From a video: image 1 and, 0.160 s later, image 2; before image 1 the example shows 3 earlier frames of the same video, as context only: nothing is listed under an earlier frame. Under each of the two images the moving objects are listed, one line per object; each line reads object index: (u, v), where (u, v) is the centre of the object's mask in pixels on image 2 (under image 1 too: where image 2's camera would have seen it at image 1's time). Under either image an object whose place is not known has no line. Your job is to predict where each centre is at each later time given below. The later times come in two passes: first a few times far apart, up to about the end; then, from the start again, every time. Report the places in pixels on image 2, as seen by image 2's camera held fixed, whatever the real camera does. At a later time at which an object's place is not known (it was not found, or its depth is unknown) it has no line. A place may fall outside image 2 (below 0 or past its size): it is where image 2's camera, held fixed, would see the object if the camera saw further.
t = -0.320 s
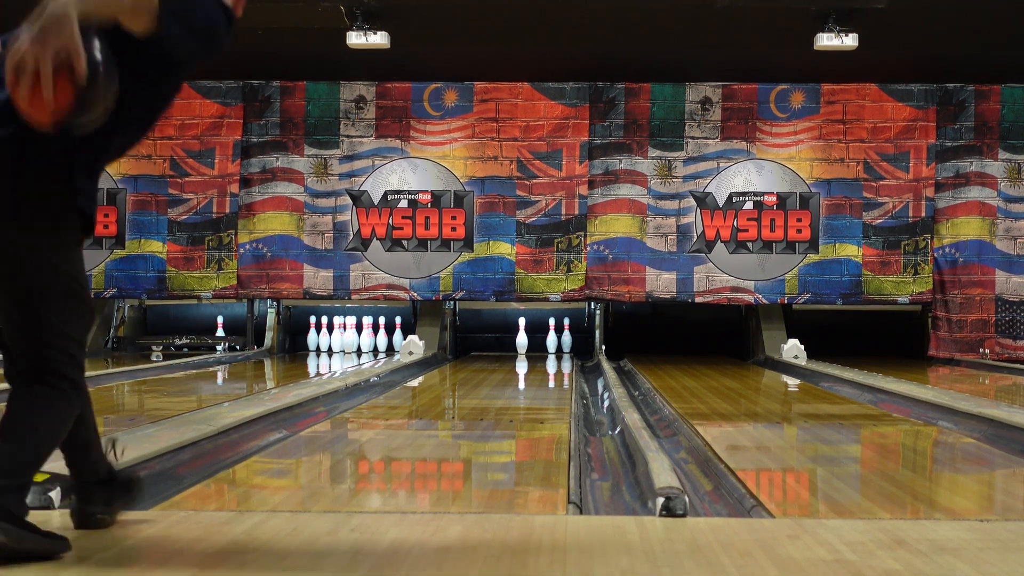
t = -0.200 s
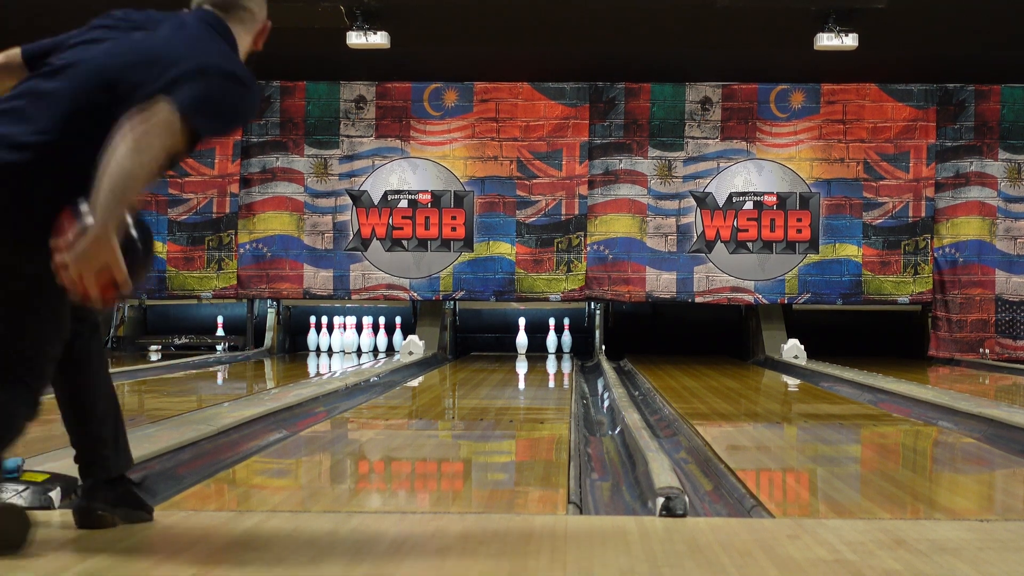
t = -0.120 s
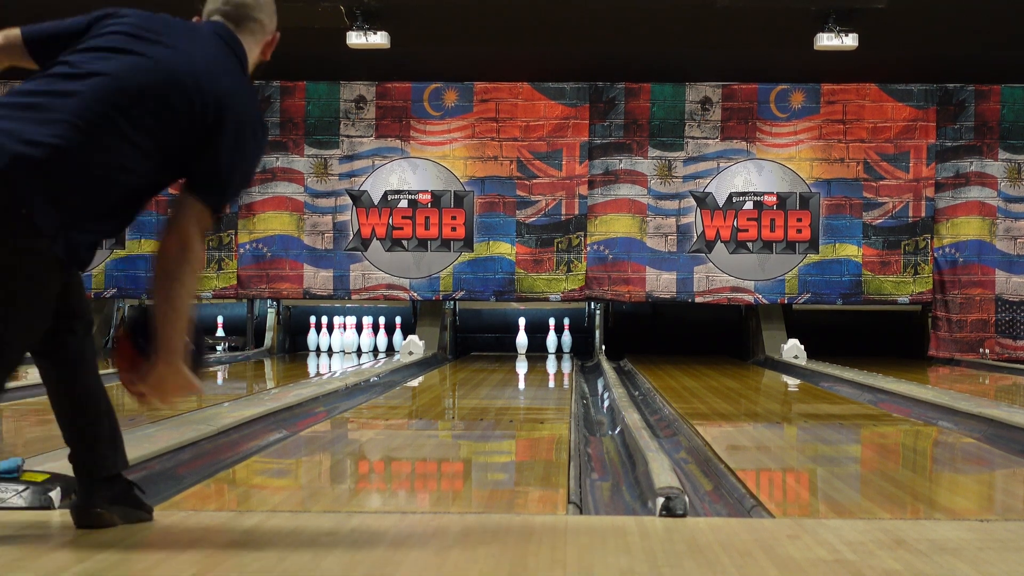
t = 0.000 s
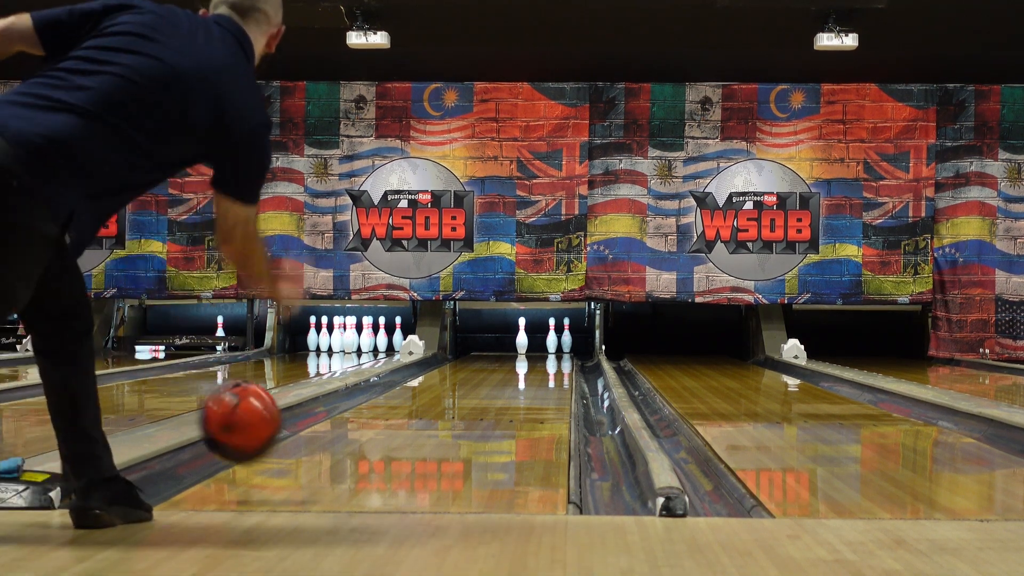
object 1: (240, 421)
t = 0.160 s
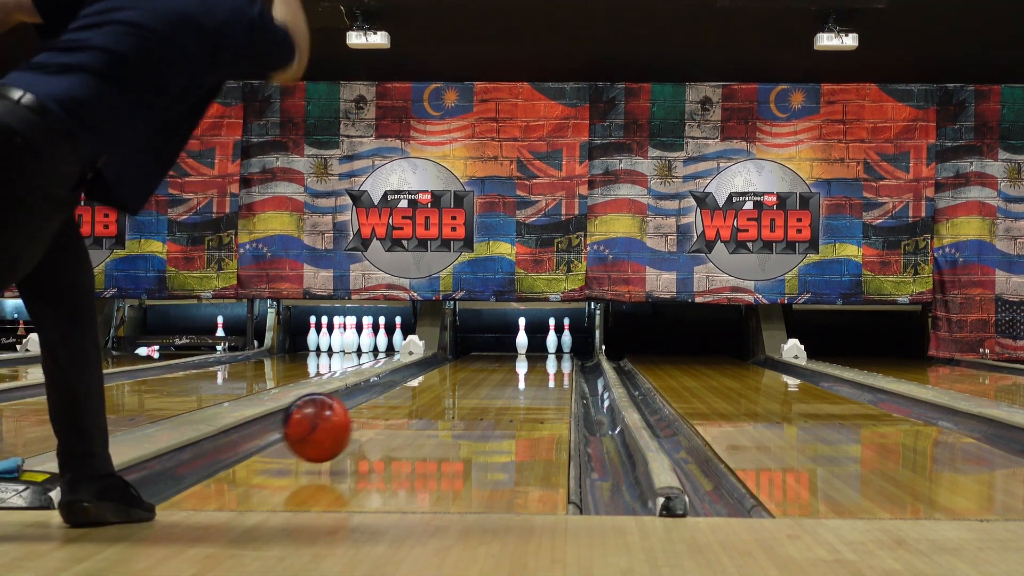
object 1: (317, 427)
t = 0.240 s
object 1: (346, 429)
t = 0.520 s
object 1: (424, 403)
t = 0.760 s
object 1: (470, 390)
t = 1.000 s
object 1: (504, 380)
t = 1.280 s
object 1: (532, 370)
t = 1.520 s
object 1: (549, 365)
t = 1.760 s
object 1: (559, 360)
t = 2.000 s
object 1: (566, 355)
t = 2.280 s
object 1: (565, 351)
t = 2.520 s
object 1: (556, 348)
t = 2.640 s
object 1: (551, 347)
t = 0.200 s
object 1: (332, 427)
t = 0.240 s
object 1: (346, 429)
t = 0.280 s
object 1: (359, 424)
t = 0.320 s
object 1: (372, 420)
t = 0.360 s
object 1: (384, 416)
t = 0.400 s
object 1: (395, 413)
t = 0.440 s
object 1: (405, 410)
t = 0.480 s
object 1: (415, 406)
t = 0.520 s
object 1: (424, 403)
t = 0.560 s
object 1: (433, 401)
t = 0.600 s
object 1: (441, 399)
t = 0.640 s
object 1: (449, 397)
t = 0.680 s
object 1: (457, 394)
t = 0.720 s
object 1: (464, 392)
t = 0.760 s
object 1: (470, 390)
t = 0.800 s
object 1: (477, 389)
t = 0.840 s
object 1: (483, 387)
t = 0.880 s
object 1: (489, 385)
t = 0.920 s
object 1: (494, 383)
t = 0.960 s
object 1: (499, 382)
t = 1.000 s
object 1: (504, 380)
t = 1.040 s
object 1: (509, 379)
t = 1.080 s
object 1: (513, 377)
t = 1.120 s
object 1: (518, 376)
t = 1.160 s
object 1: (521, 375)
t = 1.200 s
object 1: (525, 374)
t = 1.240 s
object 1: (529, 372)
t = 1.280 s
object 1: (532, 370)
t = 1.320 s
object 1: (535, 369)
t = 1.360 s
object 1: (538, 369)
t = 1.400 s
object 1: (542, 368)
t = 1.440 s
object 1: (544, 367)
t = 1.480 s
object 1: (547, 365)
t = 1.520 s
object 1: (549, 365)
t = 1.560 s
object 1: (551, 364)
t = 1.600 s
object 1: (553, 363)
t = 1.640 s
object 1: (555, 362)
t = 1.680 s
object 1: (557, 361)
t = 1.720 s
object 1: (558, 361)
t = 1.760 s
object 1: (559, 360)
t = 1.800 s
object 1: (561, 359)
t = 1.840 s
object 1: (562, 358)
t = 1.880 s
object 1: (563, 357)
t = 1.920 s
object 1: (565, 357)
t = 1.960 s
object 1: (565, 356)
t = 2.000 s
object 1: (566, 355)
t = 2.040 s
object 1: (567, 354)
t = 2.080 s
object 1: (567, 354)
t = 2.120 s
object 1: (567, 353)
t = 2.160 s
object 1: (567, 353)
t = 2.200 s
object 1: (567, 352)
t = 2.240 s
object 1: (566, 352)
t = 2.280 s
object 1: (565, 351)
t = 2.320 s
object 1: (564, 350)
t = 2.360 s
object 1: (563, 350)
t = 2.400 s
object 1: (561, 350)
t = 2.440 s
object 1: (559, 349)
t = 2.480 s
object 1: (558, 349)
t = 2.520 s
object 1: (556, 348)
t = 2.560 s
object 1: (555, 348)
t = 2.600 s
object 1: (553, 348)
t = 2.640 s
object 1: (551, 347)
